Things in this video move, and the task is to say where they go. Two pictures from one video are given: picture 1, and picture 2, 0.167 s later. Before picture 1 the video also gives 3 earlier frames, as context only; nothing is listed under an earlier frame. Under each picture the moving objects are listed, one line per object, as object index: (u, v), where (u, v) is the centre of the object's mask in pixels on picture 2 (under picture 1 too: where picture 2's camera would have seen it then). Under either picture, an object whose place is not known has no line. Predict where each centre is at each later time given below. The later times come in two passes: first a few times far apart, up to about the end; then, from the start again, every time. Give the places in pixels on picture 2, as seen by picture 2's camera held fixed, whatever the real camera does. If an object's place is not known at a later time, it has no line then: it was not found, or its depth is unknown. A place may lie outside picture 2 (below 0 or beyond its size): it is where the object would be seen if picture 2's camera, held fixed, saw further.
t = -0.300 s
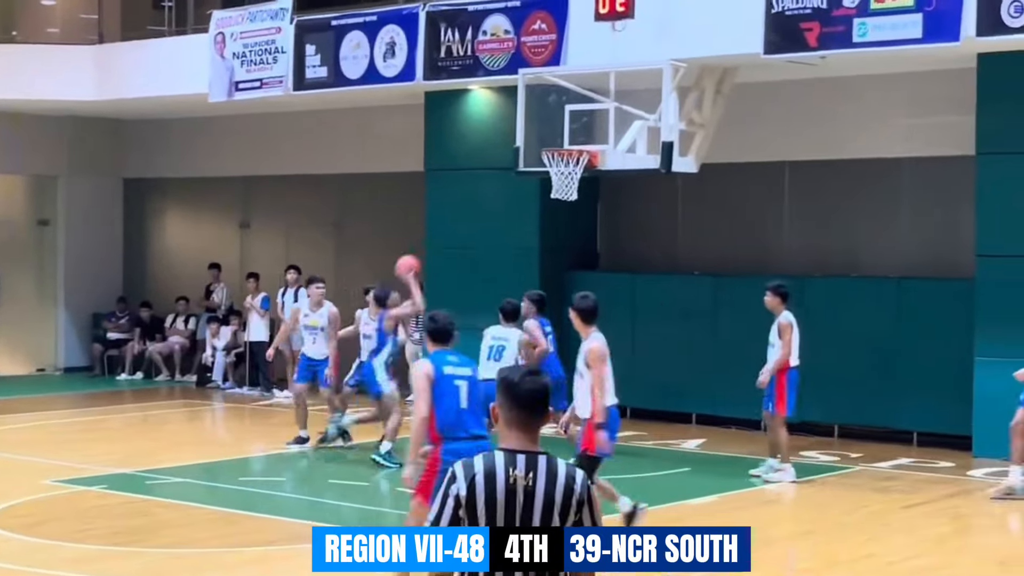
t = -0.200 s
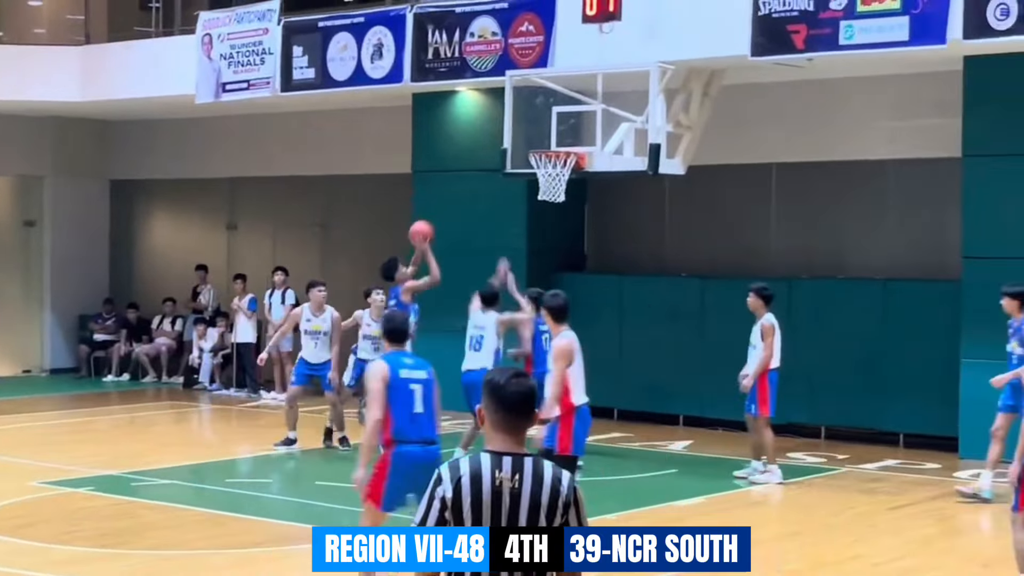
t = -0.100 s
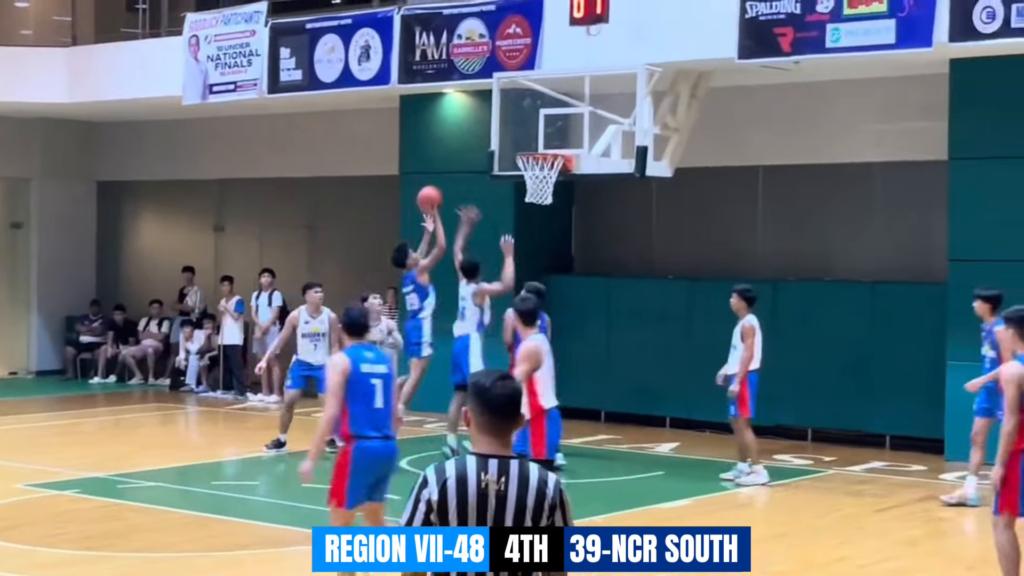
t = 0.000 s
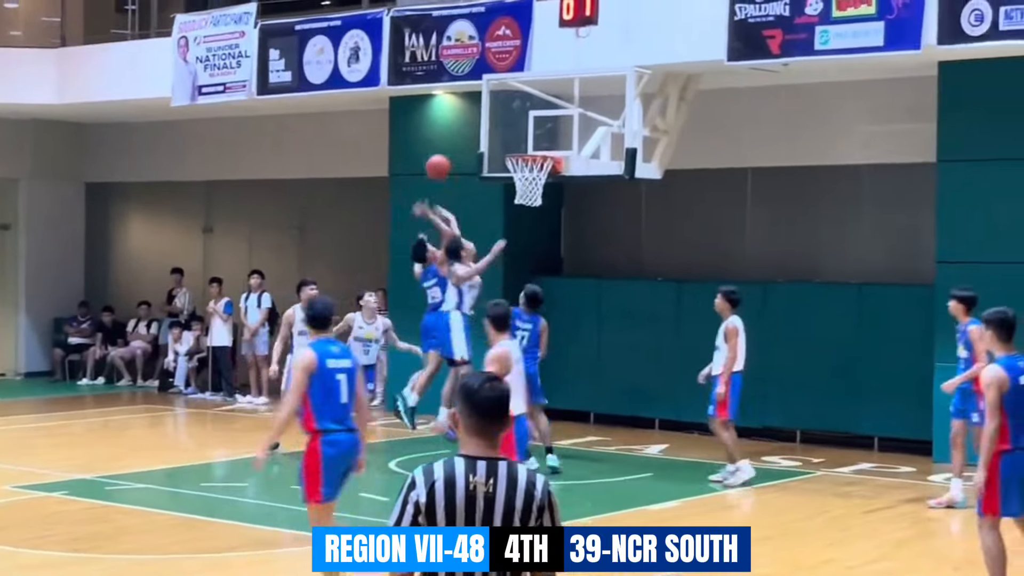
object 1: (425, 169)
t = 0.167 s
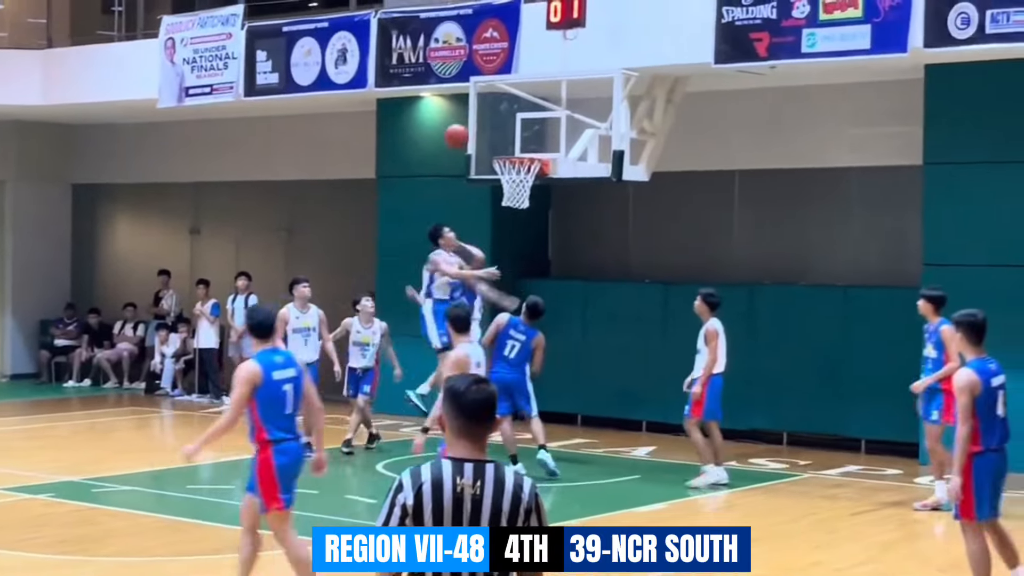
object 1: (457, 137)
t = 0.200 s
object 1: (463, 134)
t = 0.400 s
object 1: (499, 137)
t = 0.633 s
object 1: (522, 172)
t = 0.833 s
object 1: (517, 170)
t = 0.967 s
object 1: (514, 183)
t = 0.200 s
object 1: (463, 134)
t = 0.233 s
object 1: (469, 131)
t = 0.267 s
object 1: (476, 130)
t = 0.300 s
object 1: (482, 130)
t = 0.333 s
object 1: (488, 131)
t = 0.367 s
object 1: (494, 133)
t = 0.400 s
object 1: (499, 137)
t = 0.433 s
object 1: (505, 141)
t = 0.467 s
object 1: (510, 146)
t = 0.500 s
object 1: (517, 149)
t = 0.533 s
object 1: (520, 153)
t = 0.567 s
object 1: (523, 154)
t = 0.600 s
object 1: (522, 156)
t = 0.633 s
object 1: (522, 172)
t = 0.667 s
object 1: (523, 172)
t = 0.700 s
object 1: (522, 170)
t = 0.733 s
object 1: (524, 169)
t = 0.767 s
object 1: (521, 170)
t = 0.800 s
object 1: (518, 169)
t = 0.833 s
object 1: (517, 170)
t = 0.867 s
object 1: (517, 174)
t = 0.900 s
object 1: (514, 175)
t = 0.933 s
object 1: (513, 181)
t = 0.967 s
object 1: (514, 183)
